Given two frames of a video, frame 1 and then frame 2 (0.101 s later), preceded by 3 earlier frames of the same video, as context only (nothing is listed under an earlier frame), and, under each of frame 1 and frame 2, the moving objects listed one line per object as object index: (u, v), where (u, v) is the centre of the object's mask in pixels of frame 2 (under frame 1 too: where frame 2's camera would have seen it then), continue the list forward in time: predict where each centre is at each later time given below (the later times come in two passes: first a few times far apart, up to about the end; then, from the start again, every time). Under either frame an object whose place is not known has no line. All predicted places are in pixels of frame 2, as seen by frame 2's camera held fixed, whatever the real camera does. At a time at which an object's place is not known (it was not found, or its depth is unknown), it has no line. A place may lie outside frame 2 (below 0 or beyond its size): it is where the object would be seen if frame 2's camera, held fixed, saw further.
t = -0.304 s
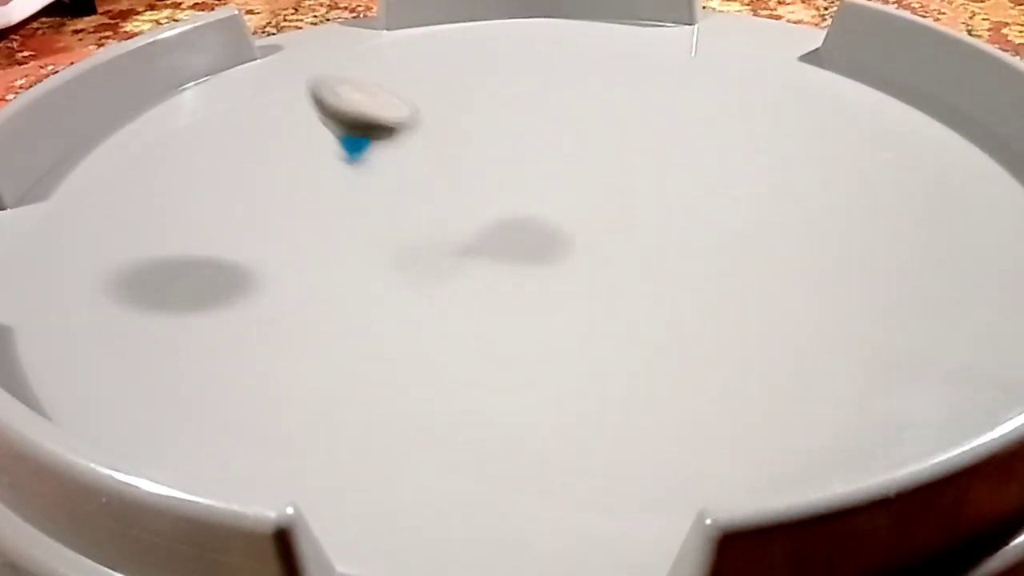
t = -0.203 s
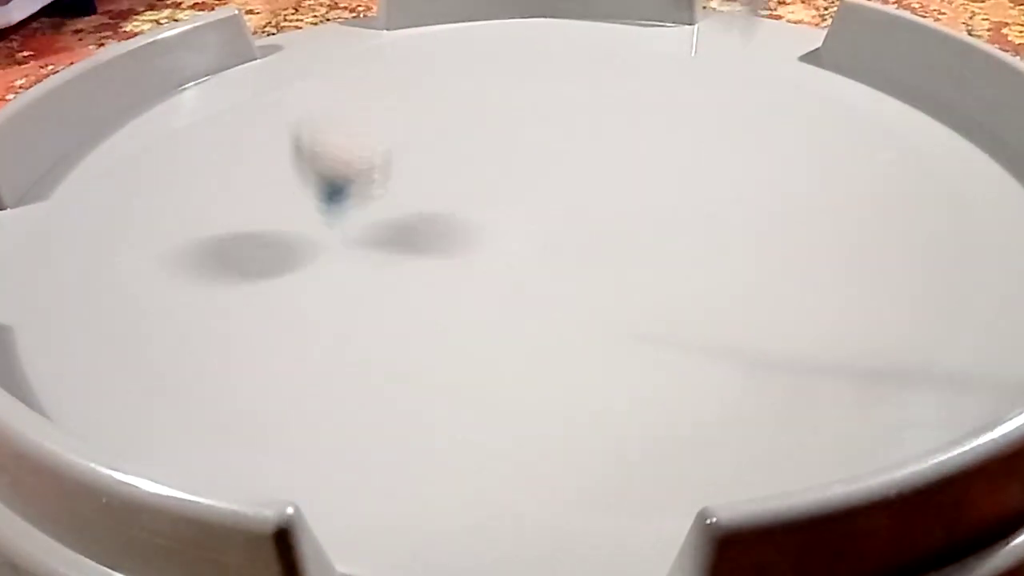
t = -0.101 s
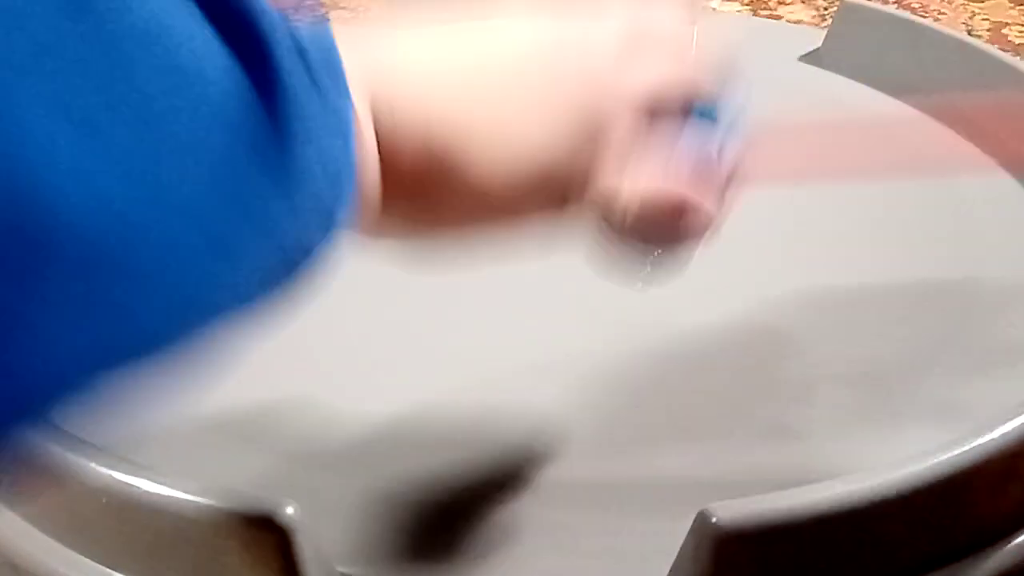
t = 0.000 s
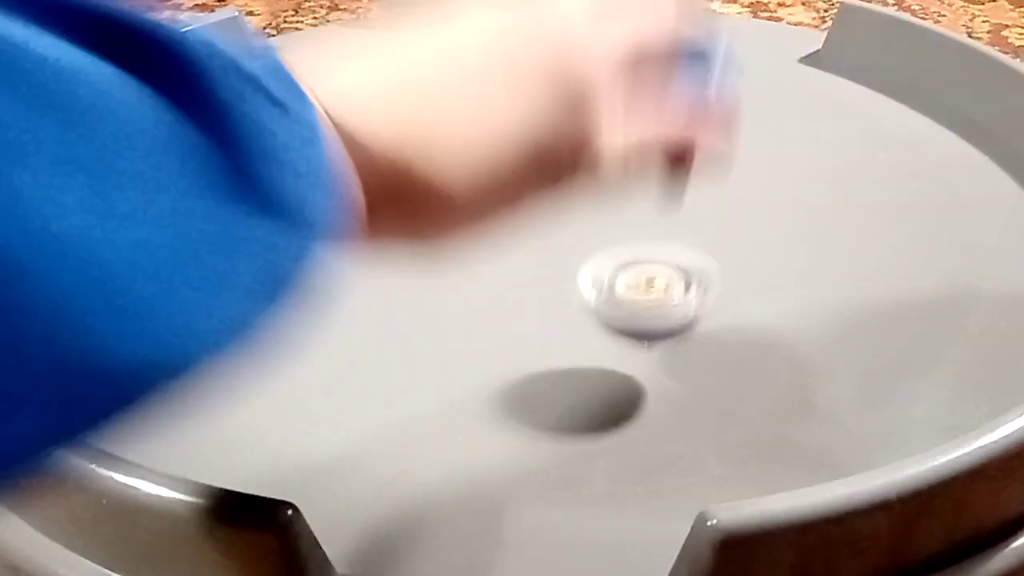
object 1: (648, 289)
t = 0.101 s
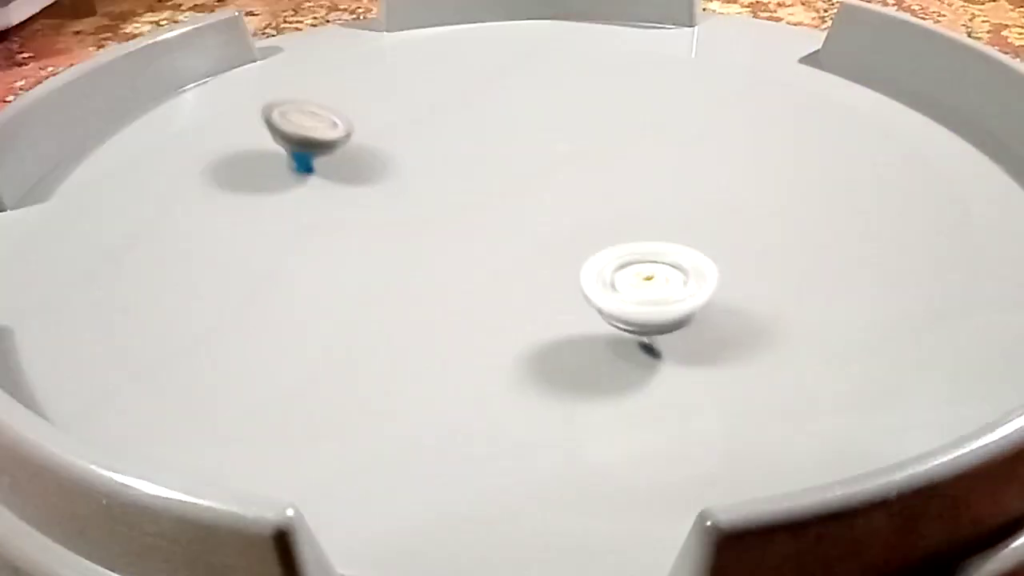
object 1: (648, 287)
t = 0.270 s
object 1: (596, 240)
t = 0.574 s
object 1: (591, 162)
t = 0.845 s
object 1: (770, 147)
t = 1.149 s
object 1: (674, 253)
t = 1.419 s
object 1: (443, 165)
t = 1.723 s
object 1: (417, 117)
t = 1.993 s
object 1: (222, 187)
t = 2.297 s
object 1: (219, 94)
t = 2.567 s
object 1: (568, 109)
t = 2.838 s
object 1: (878, 230)
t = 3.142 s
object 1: (554, 359)
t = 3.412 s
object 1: (153, 141)
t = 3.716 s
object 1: (453, 20)
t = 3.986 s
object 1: (877, 63)
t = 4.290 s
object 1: (954, 313)
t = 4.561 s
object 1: (344, 400)
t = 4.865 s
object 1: (91, 138)
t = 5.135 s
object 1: (526, 69)
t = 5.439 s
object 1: (964, 102)
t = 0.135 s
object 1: (640, 282)
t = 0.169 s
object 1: (625, 272)
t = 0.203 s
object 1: (610, 262)
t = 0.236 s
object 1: (600, 252)
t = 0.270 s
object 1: (596, 240)
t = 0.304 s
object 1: (592, 227)
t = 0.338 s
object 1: (586, 215)
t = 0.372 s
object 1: (578, 205)
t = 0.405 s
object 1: (570, 197)
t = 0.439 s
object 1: (565, 189)
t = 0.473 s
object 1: (566, 182)
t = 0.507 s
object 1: (570, 176)
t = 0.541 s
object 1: (578, 170)
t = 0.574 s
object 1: (591, 162)
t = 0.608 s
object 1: (608, 158)
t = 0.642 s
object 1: (628, 153)
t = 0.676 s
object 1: (651, 149)
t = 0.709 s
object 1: (676, 144)
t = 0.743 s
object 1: (700, 141)
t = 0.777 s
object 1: (724, 141)
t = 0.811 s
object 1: (748, 142)
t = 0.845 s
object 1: (770, 147)
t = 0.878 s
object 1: (790, 155)
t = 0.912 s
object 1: (806, 167)
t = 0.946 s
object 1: (815, 181)
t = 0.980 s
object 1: (815, 197)
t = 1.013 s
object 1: (802, 211)
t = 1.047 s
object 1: (780, 229)
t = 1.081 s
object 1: (750, 241)
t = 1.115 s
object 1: (714, 248)
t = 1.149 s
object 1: (674, 253)
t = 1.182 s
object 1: (636, 251)
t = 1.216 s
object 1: (601, 246)
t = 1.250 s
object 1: (570, 239)
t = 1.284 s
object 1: (539, 228)
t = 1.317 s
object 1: (508, 216)
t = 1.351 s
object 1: (479, 201)
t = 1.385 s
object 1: (457, 183)
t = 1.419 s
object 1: (443, 165)
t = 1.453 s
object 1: (436, 146)
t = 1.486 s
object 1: (436, 127)
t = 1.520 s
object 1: (443, 109)
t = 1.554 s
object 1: (454, 93)
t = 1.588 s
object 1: (470, 77)
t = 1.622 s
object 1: (474, 71)
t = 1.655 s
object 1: (450, 89)
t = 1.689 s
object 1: (432, 103)
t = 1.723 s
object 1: (417, 117)
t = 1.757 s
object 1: (401, 131)
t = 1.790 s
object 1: (383, 145)
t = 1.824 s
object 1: (362, 157)
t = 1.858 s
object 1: (337, 166)
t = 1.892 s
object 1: (311, 174)
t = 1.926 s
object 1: (281, 181)
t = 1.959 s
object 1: (251, 187)
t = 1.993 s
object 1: (222, 187)
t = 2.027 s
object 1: (195, 185)
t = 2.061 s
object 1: (174, 179)
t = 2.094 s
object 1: (158, 172)
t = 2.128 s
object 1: (148, 161)
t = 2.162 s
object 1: (147, 150)
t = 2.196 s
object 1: (152, 136)
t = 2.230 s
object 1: (166, 118)
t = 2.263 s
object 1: (187, 104)
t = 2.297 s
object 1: (219, 94)
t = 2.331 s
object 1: (255, 88)
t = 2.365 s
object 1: (302, 82)
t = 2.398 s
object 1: (346, 80)
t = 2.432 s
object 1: (389, 82)
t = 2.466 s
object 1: (436, 86)
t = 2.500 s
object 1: (480, 91)
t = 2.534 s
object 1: (523, 98)
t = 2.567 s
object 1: (568, 109)
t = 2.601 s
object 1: (611, 119)
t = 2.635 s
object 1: (652, 130)
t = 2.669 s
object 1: (693, 142)
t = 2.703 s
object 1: (731, 156)
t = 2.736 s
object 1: (773, 173)
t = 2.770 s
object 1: (810, 191)
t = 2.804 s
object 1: (846, 210)
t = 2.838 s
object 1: (878, 230)
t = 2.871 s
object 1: (907, 253)
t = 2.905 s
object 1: (929, 279)
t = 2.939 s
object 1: (941, 298)
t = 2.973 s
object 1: (947, 332)
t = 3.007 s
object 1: (927, 360)
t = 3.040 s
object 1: (846, 355)
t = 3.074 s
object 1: (748, 365)
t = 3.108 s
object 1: (650, 363)
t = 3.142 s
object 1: (554, 359)
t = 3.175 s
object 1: (458, 348)
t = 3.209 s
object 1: (373, 329)
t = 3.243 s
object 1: (301, 305)
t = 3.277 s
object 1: (242, 275)
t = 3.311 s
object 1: (199, 242)
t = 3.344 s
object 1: (169, 207)
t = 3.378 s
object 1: (155, 176)
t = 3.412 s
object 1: (153, 141)
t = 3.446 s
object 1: (159, 114)
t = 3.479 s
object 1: (175, 90)
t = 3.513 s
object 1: (196, 68)
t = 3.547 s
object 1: (220, 51)
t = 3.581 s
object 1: (261, 38)
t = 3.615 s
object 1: (309, 33)
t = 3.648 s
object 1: (362, 25)
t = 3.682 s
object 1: (407, 21)
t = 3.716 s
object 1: (453, 20)
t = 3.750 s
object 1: (505, 18)
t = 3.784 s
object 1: (560, 19)
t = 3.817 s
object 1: (610, 21)
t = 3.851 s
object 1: (657, 25)
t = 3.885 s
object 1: (711, 32)
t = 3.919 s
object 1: (761, 39)
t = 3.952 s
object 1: (822, 50)
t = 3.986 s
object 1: (877, 63)
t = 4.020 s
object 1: (928, 75)
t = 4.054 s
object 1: (962, 94)
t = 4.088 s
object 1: (976, 121)
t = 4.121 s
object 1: (986, 148)
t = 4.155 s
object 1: (989, 177)
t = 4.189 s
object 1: (989, 207)
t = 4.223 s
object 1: (984, 243)
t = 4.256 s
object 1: (972, 278)
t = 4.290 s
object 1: (954, 313)
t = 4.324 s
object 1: (927, 351)
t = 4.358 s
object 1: (880, 388)
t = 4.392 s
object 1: (815, 416)
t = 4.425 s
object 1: (733, 428)
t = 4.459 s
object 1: (628, 428)
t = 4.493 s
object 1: (532, 425)
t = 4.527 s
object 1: (437, 416)
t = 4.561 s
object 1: (344, 400)
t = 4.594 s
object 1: (261, 379)
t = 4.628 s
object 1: (190, 351)
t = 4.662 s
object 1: (134, 319)
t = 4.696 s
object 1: (93, 284)
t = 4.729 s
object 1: (69, 249)
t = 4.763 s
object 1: (56, 217)
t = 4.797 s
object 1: (50, 185)
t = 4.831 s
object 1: (55, 160)
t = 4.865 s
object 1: (91, 138)
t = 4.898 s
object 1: (152, 131)
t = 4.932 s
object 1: (205, 121)
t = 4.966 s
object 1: (255, 111)
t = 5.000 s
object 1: (308, 101)
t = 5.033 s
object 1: (363, 89)
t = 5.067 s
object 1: (414, 82)
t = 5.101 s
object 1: (471, 75)
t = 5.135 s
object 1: (526, 69)
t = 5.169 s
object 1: (578, 63)
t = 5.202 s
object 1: (632, 59)
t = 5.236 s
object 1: (687, 56)
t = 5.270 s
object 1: (739, 55)
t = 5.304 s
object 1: (798, 57)
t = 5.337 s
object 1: (855, 61)
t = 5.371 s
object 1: (916, 70)
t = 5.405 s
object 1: (953, 81)
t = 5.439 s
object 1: (964, 102)
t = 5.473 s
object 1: (966, 126)
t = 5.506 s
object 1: (965, 154)
